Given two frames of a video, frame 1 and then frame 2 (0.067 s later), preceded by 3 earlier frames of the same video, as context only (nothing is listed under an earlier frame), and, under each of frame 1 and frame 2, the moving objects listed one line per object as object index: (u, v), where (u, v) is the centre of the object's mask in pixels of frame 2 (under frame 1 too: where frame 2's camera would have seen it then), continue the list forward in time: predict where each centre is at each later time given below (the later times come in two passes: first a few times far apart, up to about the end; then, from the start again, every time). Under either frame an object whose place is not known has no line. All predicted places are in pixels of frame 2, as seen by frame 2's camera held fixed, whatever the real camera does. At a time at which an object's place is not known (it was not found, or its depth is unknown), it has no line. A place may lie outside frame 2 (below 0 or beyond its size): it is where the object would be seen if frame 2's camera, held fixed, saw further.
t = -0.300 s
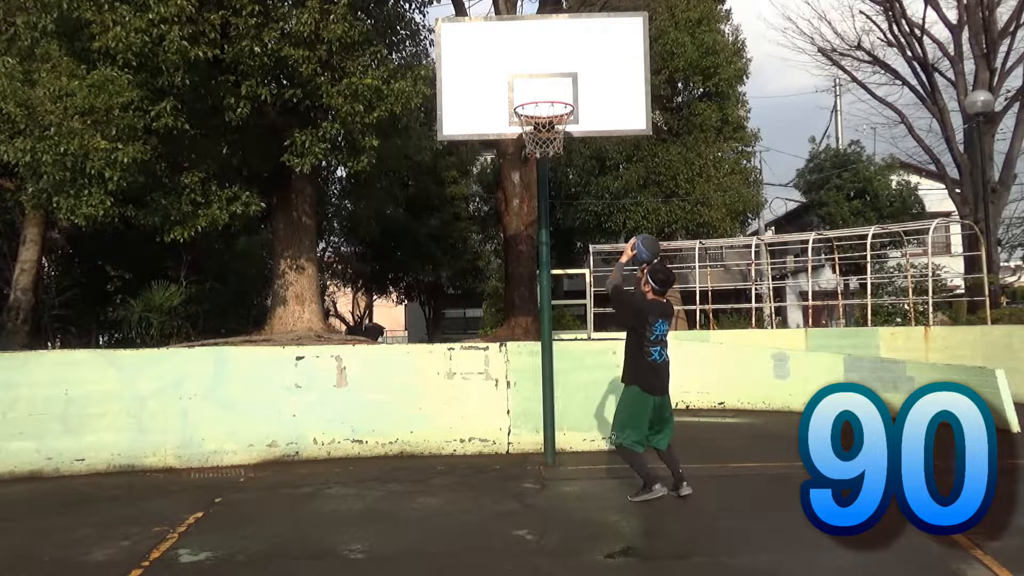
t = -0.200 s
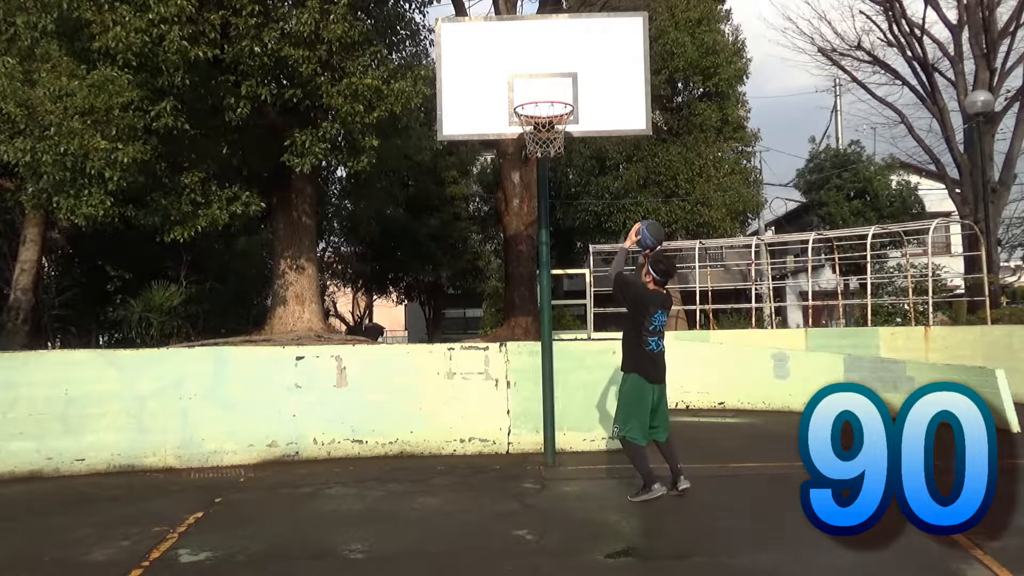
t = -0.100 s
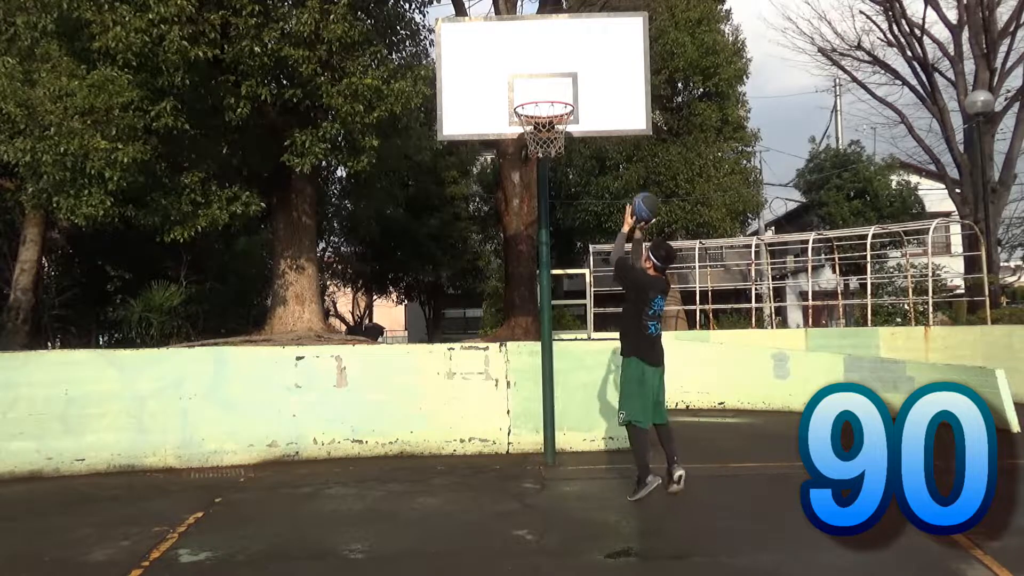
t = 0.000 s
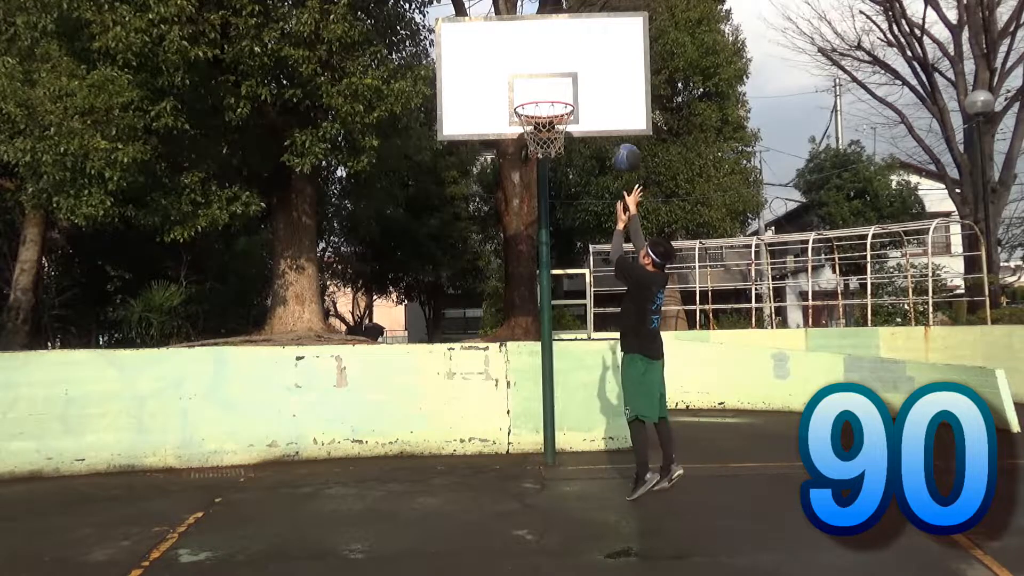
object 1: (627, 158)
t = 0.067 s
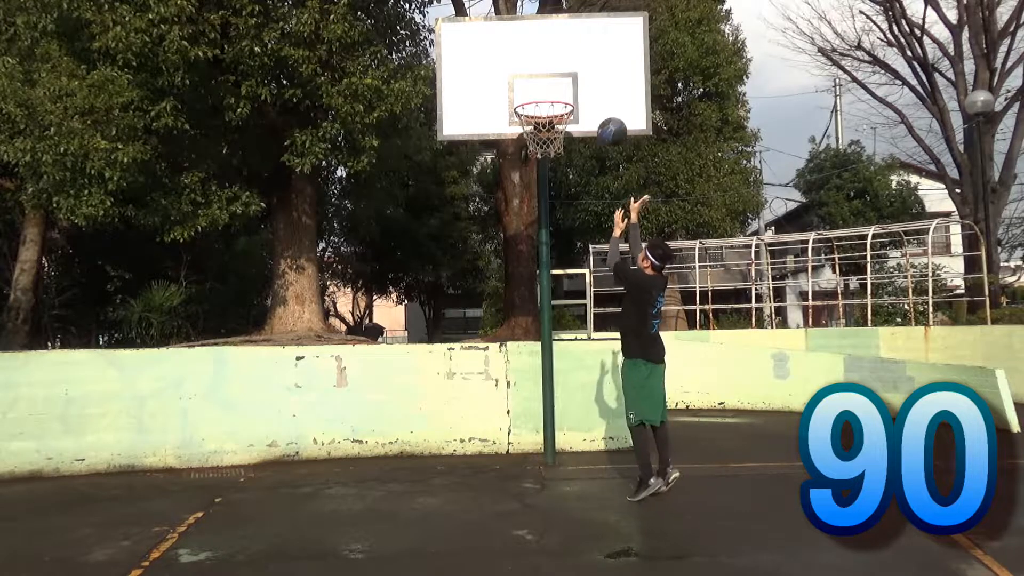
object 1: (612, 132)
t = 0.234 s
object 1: (580, 90)
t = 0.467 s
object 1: (548, 86)
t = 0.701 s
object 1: (537, 127)
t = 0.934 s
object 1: (548, 191)
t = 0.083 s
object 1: (609, 126)
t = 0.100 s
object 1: (605, 121)
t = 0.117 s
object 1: (602, 116)
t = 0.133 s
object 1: (599, 111)
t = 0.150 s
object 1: (596, 107)
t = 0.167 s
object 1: (592, 103)
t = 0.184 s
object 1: (589, 99)
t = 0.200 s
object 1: (586, 96)
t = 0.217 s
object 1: (583, 93)
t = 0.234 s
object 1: (580, 90)
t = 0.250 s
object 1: (577, 88)
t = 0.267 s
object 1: (574, 86)
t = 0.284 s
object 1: (571, 84)
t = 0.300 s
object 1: (568, 82)
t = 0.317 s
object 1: (565, 82)
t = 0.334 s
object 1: (562, 81)
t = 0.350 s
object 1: (559, 81)
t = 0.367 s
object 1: (557, 81)
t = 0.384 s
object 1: (556, 81)
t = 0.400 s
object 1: (554, 81)
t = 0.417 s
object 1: (553, 82)
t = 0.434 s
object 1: (551, 83)
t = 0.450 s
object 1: (549, 84)
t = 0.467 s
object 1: (548, 86)
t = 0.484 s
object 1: (546, 87)
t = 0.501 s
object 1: (545, 88)
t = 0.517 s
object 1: (543, 90)
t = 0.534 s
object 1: (541, 92)
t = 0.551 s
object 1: (540, 99)
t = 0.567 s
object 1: (538, 104)
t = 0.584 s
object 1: (536, 108)
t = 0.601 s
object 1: (536, 110)
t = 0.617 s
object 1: (535, 112)
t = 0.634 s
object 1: (536, 117)
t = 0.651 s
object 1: (535, 119)
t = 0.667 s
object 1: (534, 121)
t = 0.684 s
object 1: (534, 121)
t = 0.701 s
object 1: (537, 127)
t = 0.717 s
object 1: (537, 128)
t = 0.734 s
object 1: (535, 135)
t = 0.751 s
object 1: (536, 139)
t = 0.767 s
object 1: (536, 142)
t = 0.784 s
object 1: (538, 144)
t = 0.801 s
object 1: (539, 148)
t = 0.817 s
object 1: (540, 152)
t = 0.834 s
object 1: (542, 156)
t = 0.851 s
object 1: (541, 159)
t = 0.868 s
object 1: (543, 166)
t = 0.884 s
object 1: (544, 172)
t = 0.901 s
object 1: (546, 179)
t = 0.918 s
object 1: (547, 185)
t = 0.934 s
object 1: (548, 191)
